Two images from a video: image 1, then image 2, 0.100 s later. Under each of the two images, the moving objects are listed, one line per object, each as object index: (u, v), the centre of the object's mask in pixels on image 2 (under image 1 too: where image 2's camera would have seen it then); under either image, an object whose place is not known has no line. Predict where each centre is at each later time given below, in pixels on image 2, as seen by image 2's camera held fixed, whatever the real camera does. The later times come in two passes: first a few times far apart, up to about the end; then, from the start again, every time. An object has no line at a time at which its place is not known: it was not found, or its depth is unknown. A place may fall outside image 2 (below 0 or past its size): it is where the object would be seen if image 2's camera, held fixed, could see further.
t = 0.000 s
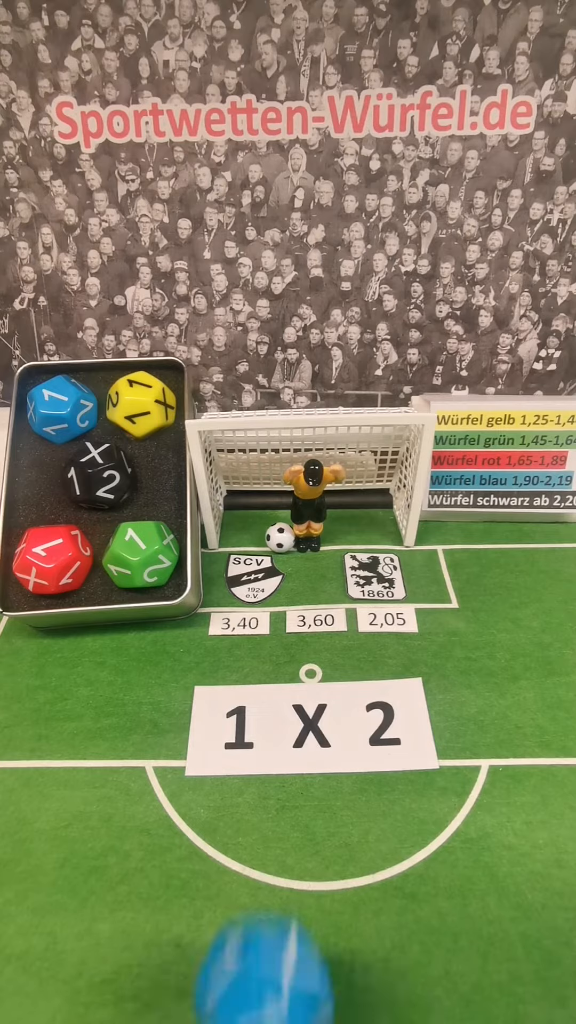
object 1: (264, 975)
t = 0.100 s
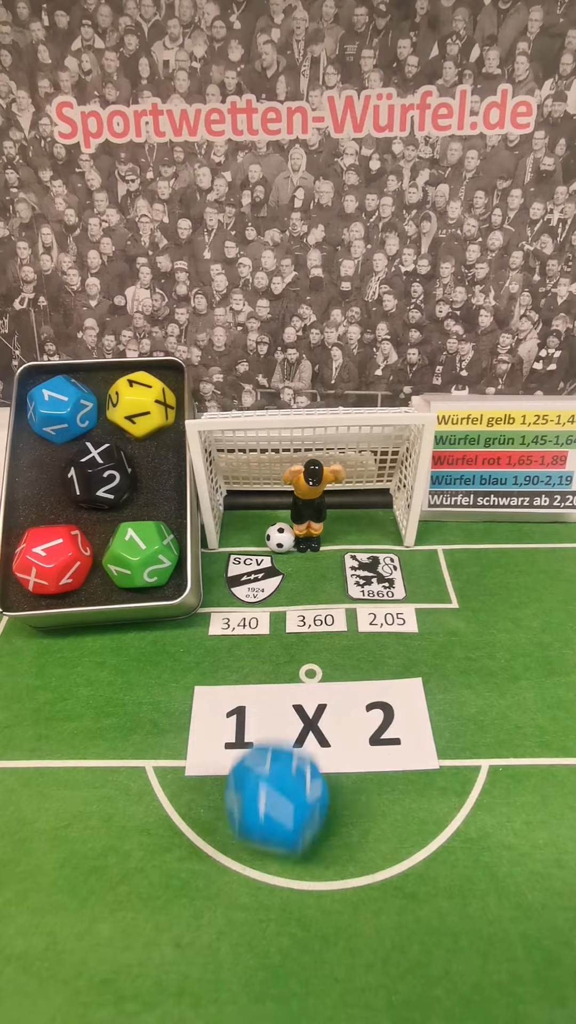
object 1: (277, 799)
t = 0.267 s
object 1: (321, 634)
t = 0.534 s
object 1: (295, 558)
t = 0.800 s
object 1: (313, 560)
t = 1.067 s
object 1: (313, 560)
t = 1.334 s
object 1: (313, 560)
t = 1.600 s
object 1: (313, 560)
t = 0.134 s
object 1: (281, 760)
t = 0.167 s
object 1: (289, 734)
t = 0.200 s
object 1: (302, 694)
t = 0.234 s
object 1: (313, 662)
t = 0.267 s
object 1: (321, 634)
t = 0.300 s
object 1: (328, 616)
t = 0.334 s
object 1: (329, 592)
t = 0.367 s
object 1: (328, 576)
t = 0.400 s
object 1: (320, 560)
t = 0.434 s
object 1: (312, 557)
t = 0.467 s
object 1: (305, 559)
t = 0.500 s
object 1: (299, 559)
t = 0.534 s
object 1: (295, 558)
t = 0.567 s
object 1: (295, 559)
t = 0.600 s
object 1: (300, 561)
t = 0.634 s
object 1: (309, 562)
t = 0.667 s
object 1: (312, 560)
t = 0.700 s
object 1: (312, 560)
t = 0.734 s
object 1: (313, 560)
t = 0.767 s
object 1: (312, 560)
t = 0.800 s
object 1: (313, 560)
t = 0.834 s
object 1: (313, 560)
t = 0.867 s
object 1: (313, 560)
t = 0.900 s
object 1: (313, 560)
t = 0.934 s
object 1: (313, 560)
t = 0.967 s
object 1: (313, 560)
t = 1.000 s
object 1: (313, 560)
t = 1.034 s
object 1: (313, 560)
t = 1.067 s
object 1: (313, 560)
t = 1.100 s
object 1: (313, 560)
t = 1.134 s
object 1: (313, 560)
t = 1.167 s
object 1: (313, 560)
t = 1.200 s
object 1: (313, 560)
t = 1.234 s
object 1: (313, 560)
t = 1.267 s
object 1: (313, 560)
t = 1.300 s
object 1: (313, 560)
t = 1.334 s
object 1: (313, 560)
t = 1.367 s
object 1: (313, 560)
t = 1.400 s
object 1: (313, 560)
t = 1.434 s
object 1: (312, 560)
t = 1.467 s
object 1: (313, 560)
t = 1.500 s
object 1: (313, 560)
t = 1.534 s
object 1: (313, 560)
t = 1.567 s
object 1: (313, 560)
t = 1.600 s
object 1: (313, 560)
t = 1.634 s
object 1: (313, 560)
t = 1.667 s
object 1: (313, 560)
